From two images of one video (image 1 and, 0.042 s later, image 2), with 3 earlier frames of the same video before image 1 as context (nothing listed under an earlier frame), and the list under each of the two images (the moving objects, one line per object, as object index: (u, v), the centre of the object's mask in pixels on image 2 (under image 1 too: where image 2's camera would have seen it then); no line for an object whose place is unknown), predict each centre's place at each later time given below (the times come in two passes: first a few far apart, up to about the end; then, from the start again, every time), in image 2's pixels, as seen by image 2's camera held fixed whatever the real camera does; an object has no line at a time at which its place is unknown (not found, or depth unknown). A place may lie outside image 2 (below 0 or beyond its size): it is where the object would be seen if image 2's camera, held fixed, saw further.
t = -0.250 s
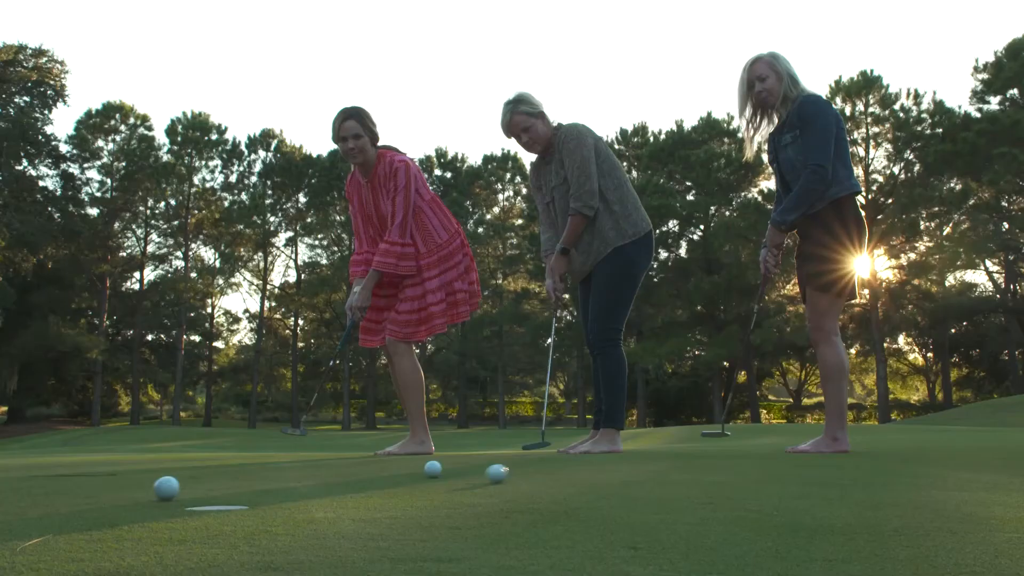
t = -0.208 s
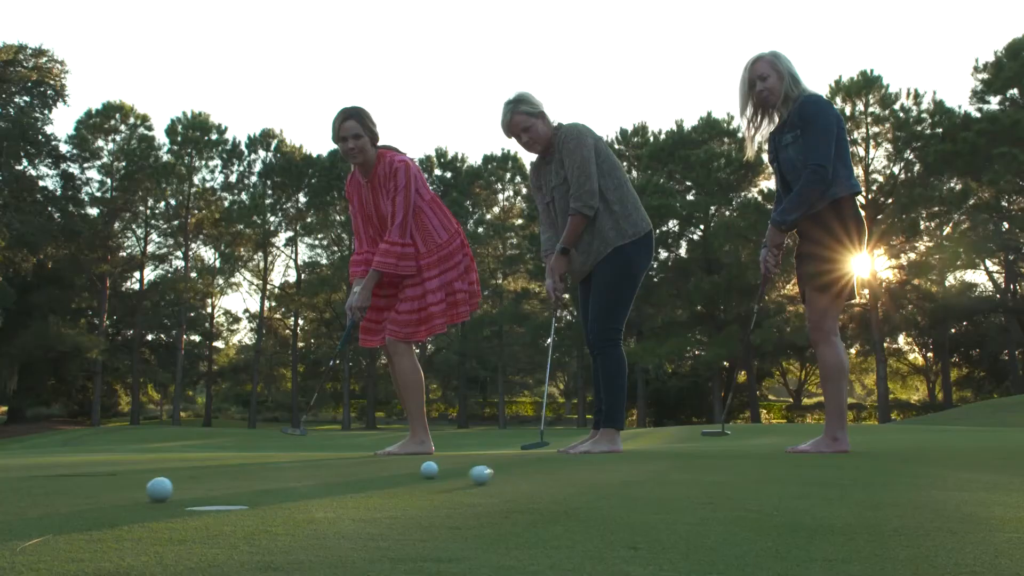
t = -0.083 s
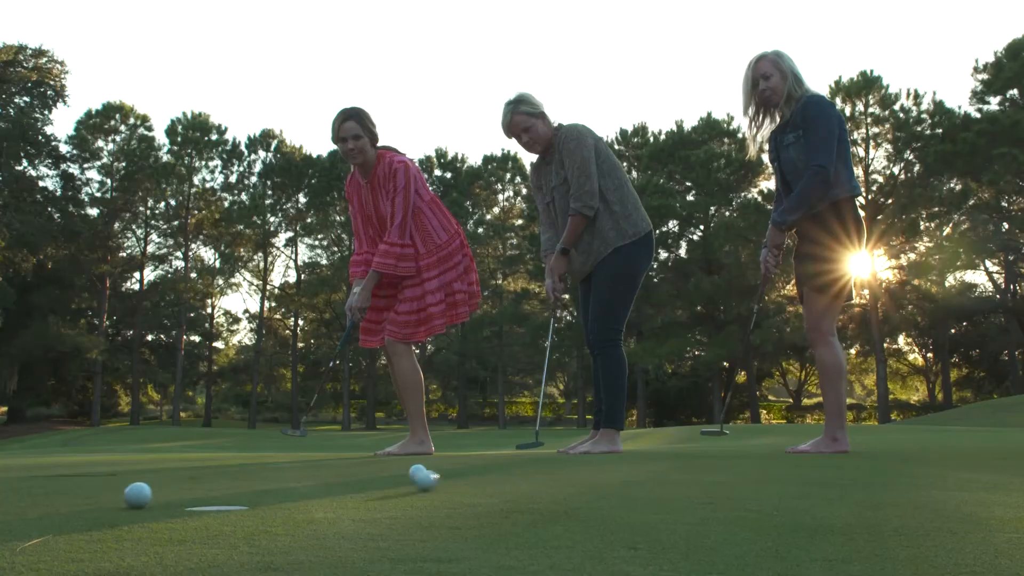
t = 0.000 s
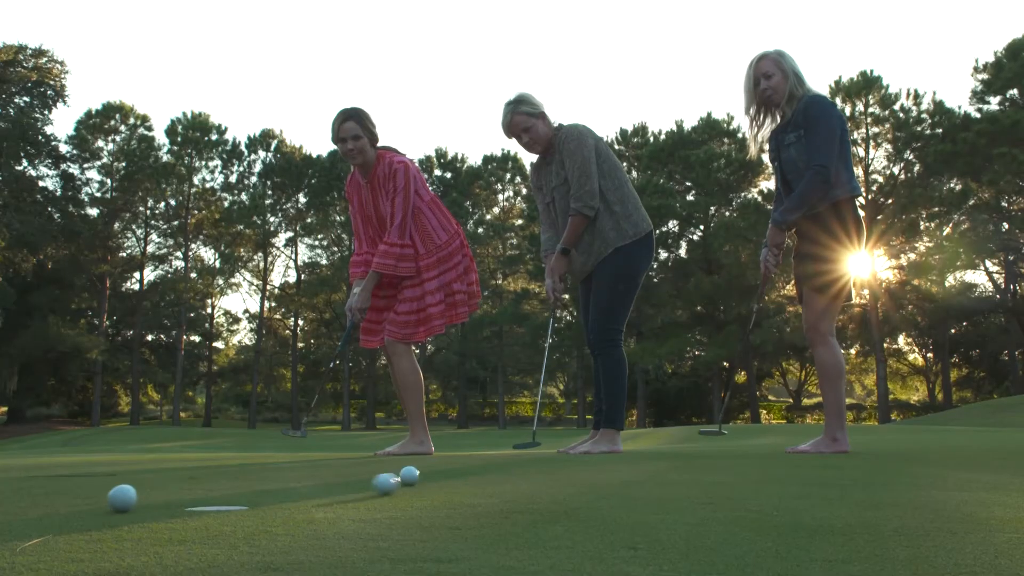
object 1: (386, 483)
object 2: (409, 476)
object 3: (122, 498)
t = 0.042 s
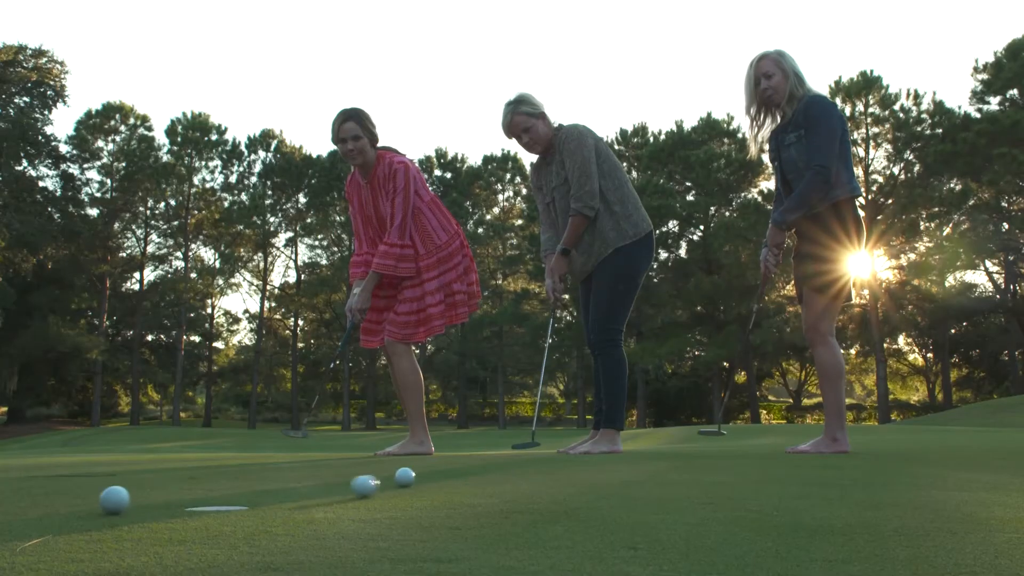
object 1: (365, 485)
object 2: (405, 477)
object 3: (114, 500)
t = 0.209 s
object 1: (269, 495)
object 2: (386, 482)
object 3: (82, 507)
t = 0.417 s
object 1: (120, 509)
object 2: (361, 487)
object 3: (39, 514)
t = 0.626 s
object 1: (29, 522)
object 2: (333, 493)
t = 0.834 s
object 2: (304, 499)
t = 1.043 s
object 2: (279, 505)
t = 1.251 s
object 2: (253, 510)
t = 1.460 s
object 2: (229, 514)
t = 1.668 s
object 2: (212, 516)
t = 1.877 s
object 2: (203, 517)
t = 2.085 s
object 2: (206, 517)
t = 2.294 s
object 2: (206, 517)
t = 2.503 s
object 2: (206, 516)
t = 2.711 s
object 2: (206, 517)
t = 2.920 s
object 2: (206, 517)
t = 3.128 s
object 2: (206, 517)
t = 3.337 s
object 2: (206, 517)
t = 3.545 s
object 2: (206, 517)
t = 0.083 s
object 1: (343, 488)
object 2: (400, 478)
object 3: (106, 502)
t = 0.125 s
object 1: (319, 490)
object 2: (395, 479)
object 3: (98, 504)
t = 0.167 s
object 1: (295, 491)
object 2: (391, 480)
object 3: (90, 505)
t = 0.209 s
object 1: (269, 495)
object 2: (386, 482)
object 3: (82, 507)
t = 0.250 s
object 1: (243, 496)
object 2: (381, 482)
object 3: (73, 508)
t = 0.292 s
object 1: (215, 499)
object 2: (377, 483)
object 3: (65, 509)
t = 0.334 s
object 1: (182, 503)
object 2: (372, 484)
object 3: (56, 511)
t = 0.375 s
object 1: (149, 506)
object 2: (366, 486)
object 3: (47, 513)
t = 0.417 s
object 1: (120, 509)
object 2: (361, 487)
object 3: (39, 514)
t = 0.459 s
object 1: (82, 513)
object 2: (356, 489)
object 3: (31, 516)
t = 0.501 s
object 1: (59, 514)
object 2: (350, 490)
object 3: (15, 517)
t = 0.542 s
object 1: (50, 518)
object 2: (345, 490)
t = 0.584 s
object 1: (39, 520)
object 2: (339, 492)
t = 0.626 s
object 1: (29, 522)
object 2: (333, 493)
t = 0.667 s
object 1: (18, 524)
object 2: (328, 494)
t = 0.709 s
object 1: (12, 526)
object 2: (322, 495)
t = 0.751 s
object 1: (7, 527)
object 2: (316, 497)
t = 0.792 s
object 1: (3, 529)
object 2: (310, 498)
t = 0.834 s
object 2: (304, 499)
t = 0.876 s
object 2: (299, 501)
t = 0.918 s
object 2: (293, 502)
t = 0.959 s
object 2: (288, 502)
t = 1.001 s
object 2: (284, 503)
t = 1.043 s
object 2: (279, 505)
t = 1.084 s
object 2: (273, 506)
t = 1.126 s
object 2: (268, 507)
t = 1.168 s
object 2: (263, 508)
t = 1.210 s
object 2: (258, 509)
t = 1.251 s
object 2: (253, 510)
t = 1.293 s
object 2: (249, 511)
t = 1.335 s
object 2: (244, 512)
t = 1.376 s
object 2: (239, 513)
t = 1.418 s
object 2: (234, 513)
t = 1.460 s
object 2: (229, 514)
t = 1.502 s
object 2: (225, 514)
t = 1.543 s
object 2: (222, 515)
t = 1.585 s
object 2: (218, 515)
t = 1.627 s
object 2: (215, 516)
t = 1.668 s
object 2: (212, 516)
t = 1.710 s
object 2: (209, 517)
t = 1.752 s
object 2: (206, 517)
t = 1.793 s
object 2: (204, 517)
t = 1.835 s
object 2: (203, 517)
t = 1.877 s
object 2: (203, 517)
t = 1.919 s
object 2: (204, 517)
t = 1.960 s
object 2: (205, 517)
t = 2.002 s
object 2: (205, 517)
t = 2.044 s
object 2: (206, 517)
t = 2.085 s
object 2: (206, 517)
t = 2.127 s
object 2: (206, 517)
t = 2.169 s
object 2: (206, 517)
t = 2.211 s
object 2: (206, 517)
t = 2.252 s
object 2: (206, 517)
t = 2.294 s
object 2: (206, 517)
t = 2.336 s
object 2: (206, 516)
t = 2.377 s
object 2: (206, 516)
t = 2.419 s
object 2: (206, 516)
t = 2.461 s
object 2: (206, 516)
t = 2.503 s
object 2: (206, 516)
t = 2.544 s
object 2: (206, 517)
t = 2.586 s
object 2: (206, 517)
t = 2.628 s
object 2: (206, 517)
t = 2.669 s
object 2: (206, 517)
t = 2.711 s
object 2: (206, 517)
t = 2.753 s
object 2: (206, 516)
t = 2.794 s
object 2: (206, 517)
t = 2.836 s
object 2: (206, 517)
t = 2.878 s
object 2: (206, 517)
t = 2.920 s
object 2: (206, 517)
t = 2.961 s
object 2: (206, 516)
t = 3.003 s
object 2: (206, 517)
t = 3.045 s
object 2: (206, 517)
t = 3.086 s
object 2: (206, 517)
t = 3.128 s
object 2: (206, 517)
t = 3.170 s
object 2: (206, 517)
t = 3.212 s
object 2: (206, 517)
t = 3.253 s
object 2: (206, 517)
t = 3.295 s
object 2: (206, 517)
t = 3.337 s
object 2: (206, 517)
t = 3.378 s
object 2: (206, 517)
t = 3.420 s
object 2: (206, 517)
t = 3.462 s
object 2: (206, 517)
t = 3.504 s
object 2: (206, 517)
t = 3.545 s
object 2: (206, 517)
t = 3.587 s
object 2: (206, 517)
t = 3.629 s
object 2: (206, 517)
